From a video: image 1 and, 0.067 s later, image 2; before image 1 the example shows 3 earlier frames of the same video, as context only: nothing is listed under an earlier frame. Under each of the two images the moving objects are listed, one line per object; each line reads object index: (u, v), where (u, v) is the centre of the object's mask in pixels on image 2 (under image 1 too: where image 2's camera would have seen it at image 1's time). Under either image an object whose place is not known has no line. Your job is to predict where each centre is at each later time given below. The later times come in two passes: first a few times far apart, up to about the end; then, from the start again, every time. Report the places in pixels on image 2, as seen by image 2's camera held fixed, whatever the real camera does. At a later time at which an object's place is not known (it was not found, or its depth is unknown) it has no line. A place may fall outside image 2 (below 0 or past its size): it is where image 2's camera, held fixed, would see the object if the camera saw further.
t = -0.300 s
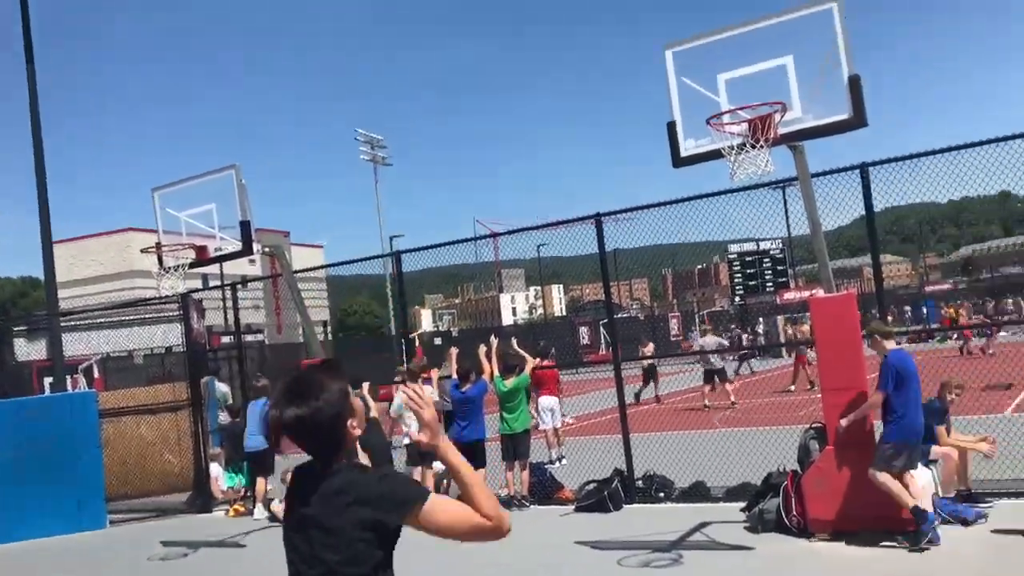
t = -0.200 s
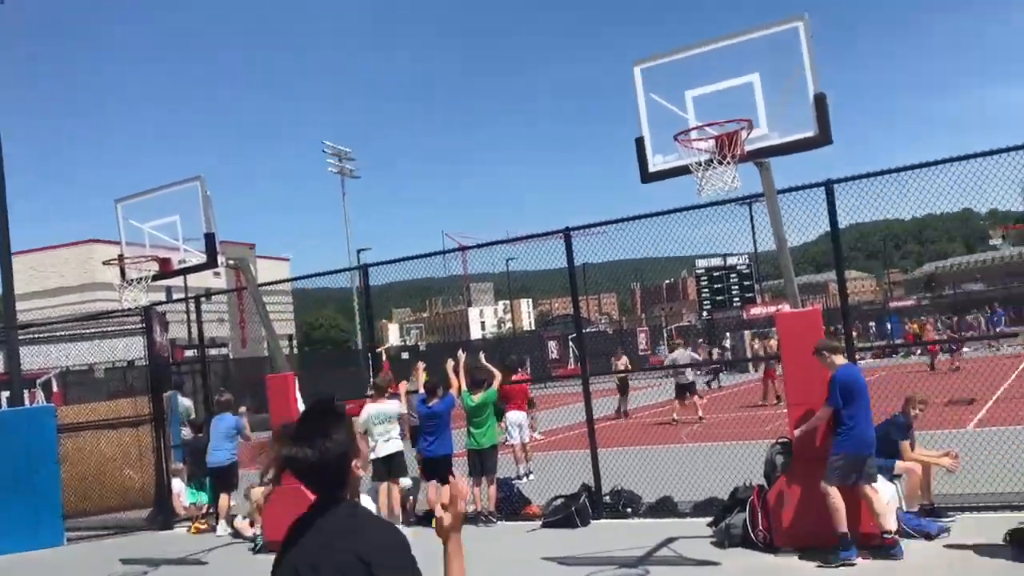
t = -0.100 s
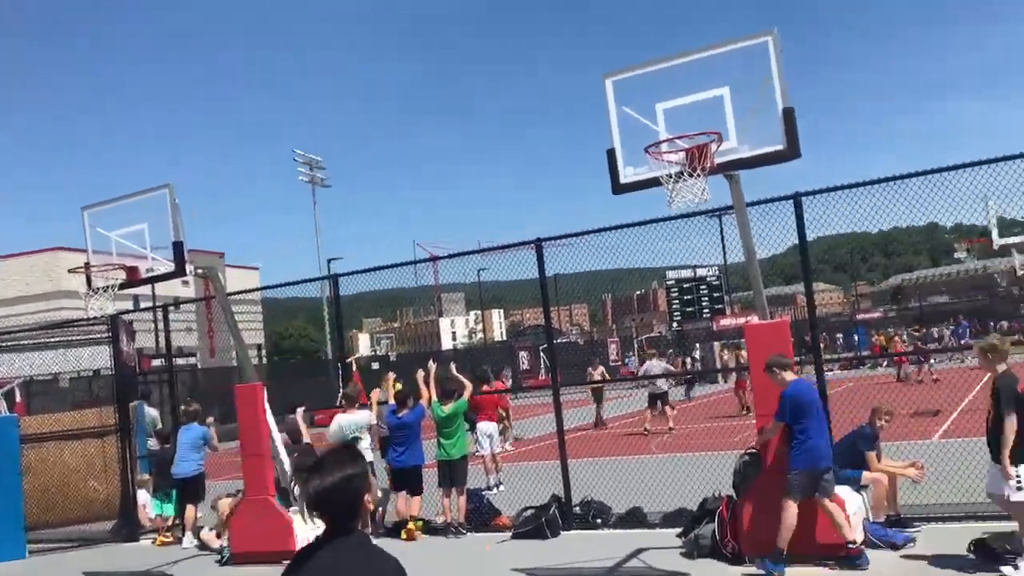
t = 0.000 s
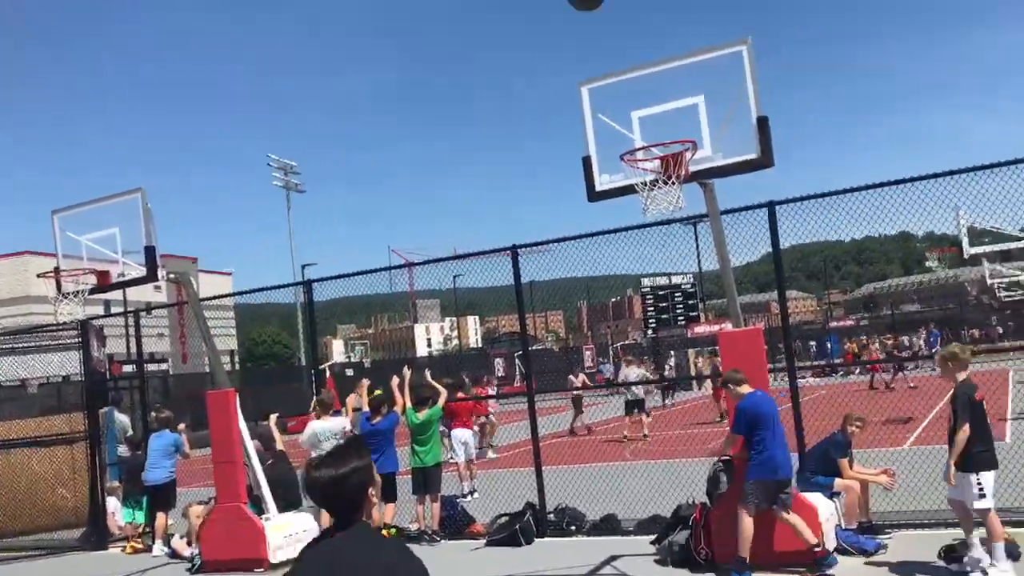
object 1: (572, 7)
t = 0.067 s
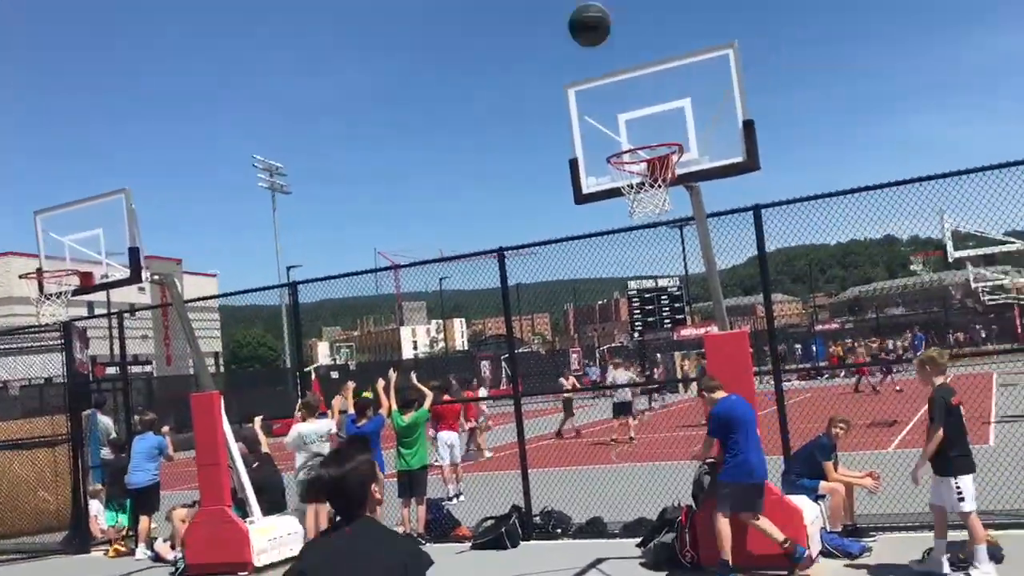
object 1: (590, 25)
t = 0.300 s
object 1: (634, 144)
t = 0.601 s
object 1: (629, 167)
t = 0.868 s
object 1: (659, 206)
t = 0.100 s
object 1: (598, 43)
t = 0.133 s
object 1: (606, 64)
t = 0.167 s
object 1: (613, 85)
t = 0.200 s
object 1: (621, 106)
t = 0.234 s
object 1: (629, 130)
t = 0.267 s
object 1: (632, 138)
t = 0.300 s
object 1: (634, 144)
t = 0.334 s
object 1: (638, 152)
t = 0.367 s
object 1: (641, 156)
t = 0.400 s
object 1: (646, 152)
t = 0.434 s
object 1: (651, 148)
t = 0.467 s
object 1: (655, 147)
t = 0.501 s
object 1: (648, 150)
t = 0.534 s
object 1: (642, 154)
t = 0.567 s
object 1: (634, 159)
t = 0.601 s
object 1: (629, 167)
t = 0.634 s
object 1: (629, 172)
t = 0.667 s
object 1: (633, 178)
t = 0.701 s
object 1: (637, 185)
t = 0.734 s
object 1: (642, 186)
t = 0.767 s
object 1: (646, 195)
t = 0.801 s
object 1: (649, 198)
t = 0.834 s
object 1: (655, 203)
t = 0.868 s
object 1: (659, 206)
